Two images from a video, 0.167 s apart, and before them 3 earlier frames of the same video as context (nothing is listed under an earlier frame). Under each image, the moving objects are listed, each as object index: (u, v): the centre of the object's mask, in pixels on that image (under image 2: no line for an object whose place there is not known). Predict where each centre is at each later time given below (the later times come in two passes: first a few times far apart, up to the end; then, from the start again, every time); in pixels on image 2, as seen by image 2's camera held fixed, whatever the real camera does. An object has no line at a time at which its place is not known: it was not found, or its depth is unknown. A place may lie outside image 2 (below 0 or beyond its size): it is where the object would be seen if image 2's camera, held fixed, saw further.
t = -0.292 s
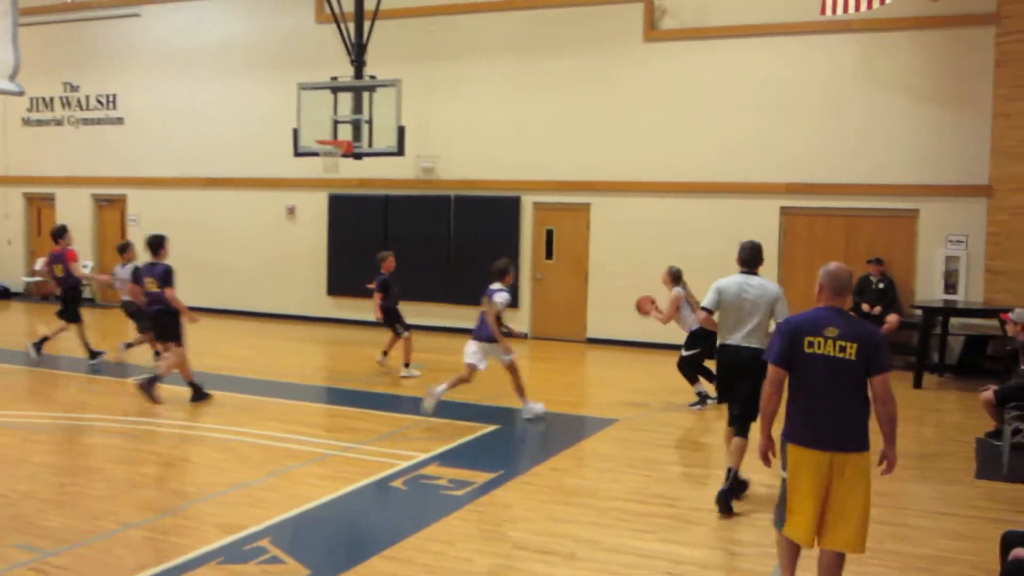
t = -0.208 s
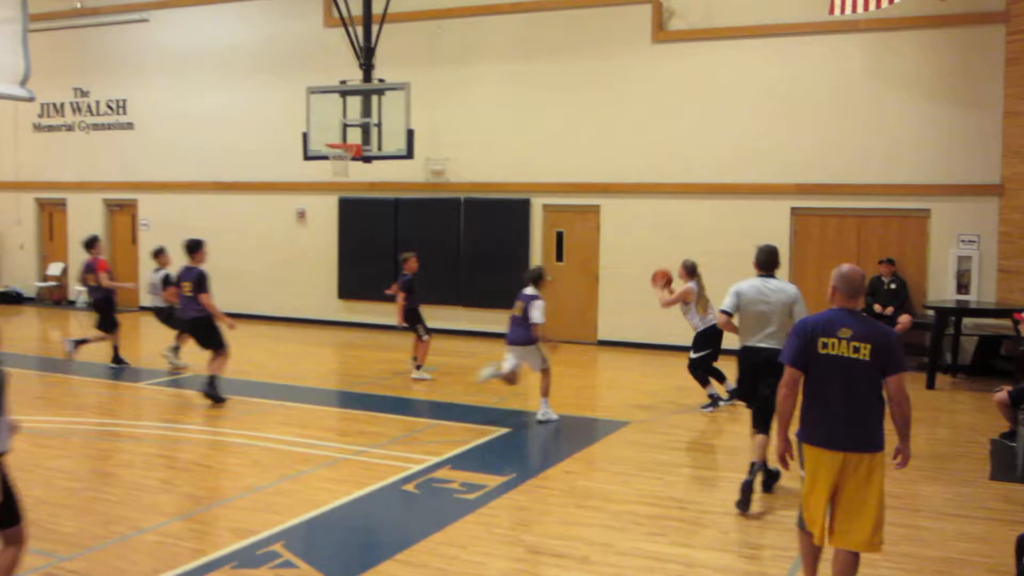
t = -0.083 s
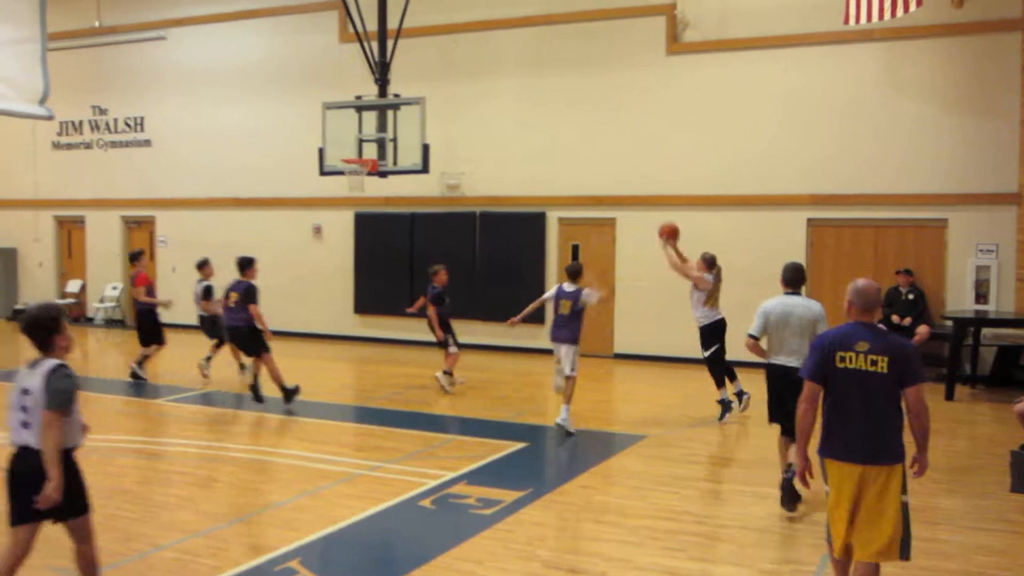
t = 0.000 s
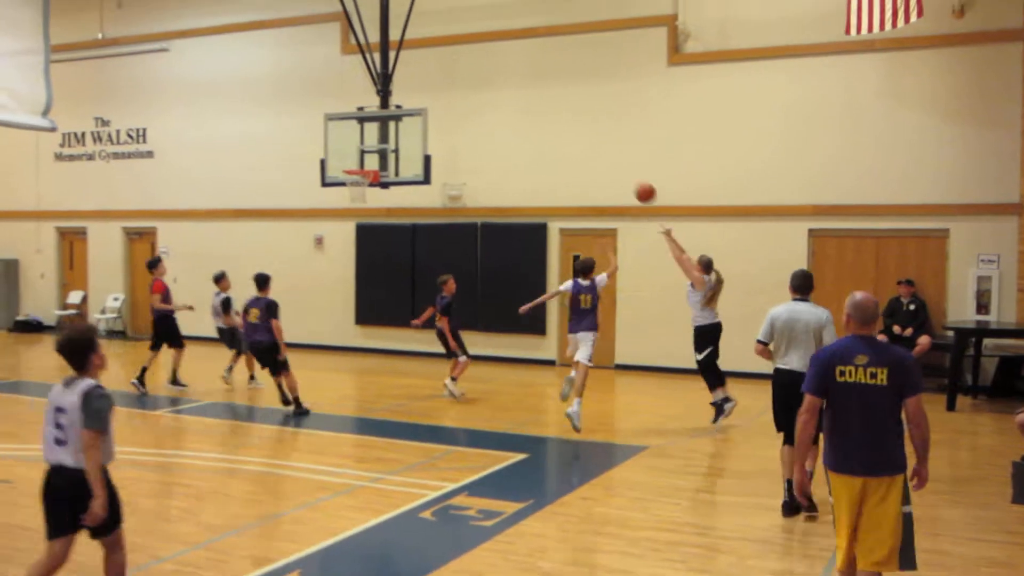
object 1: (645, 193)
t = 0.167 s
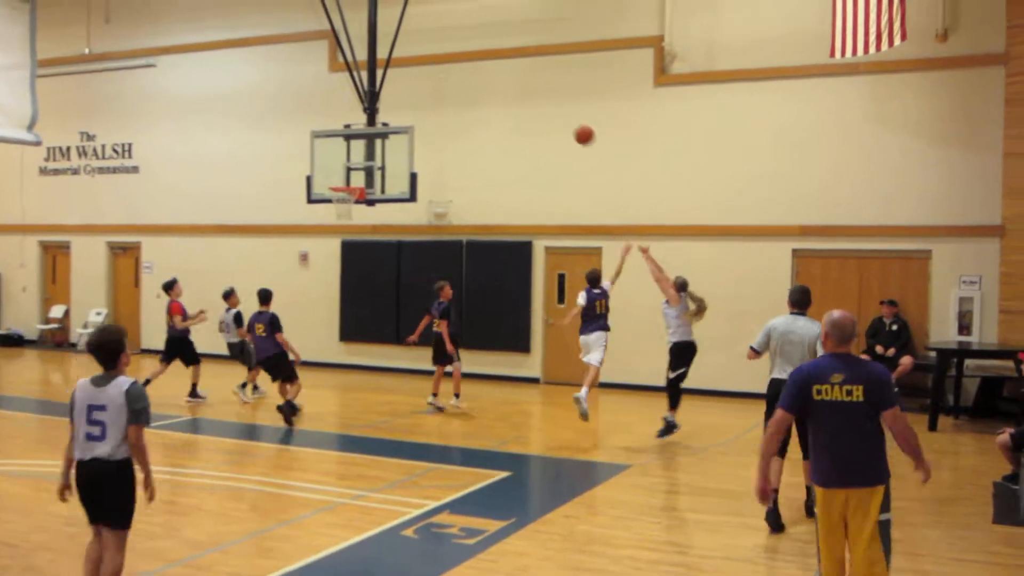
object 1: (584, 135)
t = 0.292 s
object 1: (550, 95)
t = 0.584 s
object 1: (477, 53)
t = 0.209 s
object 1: (573, 120)
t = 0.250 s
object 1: (562, 107)
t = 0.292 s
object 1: (550, 95)
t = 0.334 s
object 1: (539, 85)
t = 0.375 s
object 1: (528, 76)
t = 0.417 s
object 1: (518, 68)
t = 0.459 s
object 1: (508, 63)
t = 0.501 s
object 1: (497, 59)
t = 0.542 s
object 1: (487, 57)
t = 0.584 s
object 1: (477, 53)
